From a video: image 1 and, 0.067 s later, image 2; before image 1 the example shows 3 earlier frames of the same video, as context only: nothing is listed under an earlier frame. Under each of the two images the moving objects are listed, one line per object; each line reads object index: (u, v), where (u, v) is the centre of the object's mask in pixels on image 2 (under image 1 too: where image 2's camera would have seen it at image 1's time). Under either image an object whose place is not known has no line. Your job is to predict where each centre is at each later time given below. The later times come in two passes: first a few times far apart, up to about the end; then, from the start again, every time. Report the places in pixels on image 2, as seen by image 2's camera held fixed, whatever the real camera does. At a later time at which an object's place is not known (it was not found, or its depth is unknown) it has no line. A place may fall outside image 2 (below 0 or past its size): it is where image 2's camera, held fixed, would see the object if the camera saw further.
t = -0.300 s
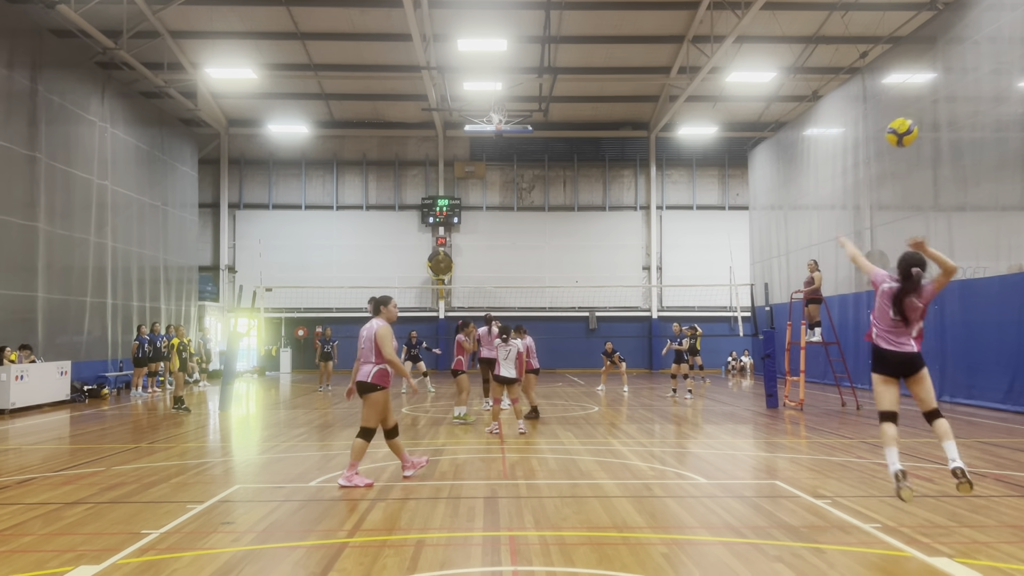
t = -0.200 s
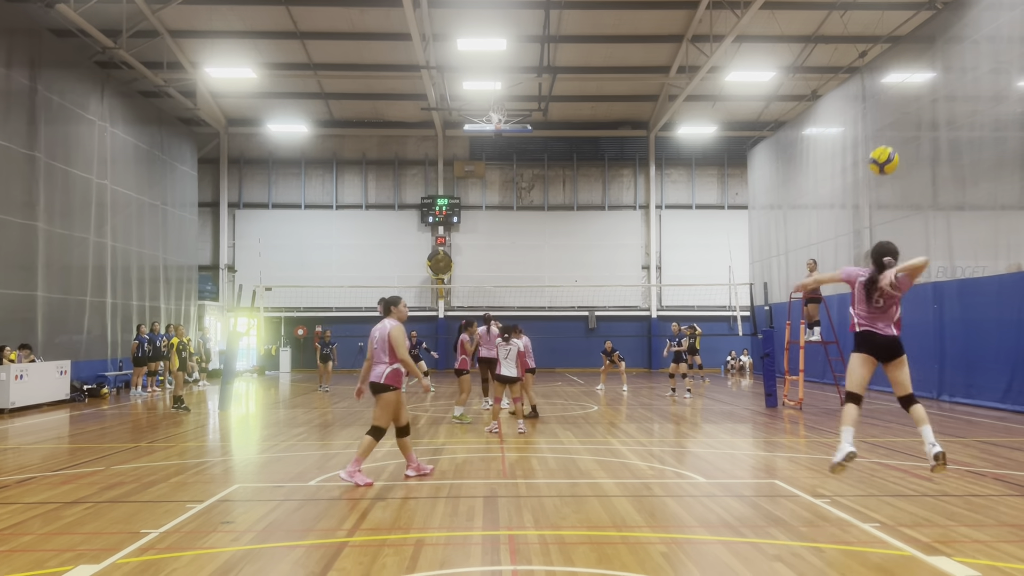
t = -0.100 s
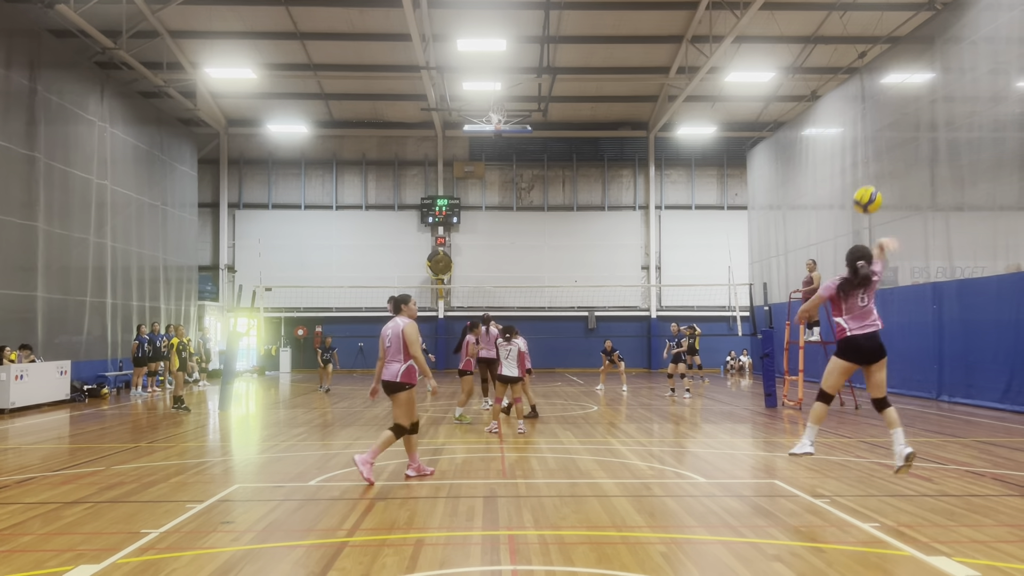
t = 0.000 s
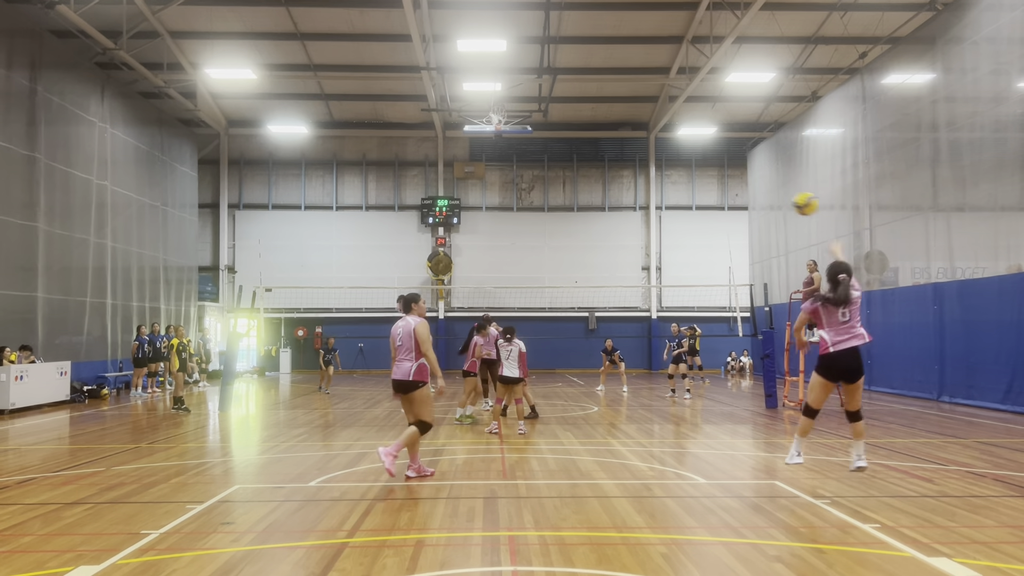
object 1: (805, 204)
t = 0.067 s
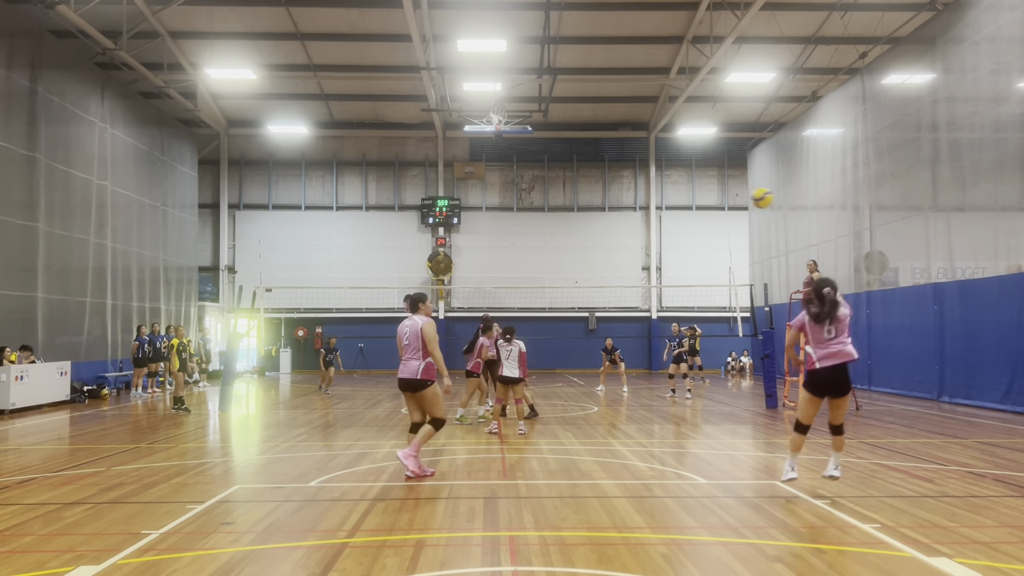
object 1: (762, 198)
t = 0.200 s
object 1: (706, 199)
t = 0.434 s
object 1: (655, 225)
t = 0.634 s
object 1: (627, 263)
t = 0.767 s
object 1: (611, 292)
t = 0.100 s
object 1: (745, 197)
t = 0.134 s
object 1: (730, 196)
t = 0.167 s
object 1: (717, 198)
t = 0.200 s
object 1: (706, 199)
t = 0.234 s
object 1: (696, 202)
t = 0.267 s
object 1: (687, 203)
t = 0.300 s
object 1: (680, 207)
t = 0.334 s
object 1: (673, 211)
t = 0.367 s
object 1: (667, 214)
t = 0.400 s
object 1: (661, 220)
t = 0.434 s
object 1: (655, 225)
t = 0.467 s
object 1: (649, 231)
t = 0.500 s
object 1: (645, 237)
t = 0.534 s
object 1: (640, 244)
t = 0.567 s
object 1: (636, 250)
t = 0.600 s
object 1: (631, 256)
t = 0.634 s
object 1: (627, 263)
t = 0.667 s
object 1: (623, 270)
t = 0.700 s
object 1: (619, 277)
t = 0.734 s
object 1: (615, 284)
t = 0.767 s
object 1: (611, 292)
